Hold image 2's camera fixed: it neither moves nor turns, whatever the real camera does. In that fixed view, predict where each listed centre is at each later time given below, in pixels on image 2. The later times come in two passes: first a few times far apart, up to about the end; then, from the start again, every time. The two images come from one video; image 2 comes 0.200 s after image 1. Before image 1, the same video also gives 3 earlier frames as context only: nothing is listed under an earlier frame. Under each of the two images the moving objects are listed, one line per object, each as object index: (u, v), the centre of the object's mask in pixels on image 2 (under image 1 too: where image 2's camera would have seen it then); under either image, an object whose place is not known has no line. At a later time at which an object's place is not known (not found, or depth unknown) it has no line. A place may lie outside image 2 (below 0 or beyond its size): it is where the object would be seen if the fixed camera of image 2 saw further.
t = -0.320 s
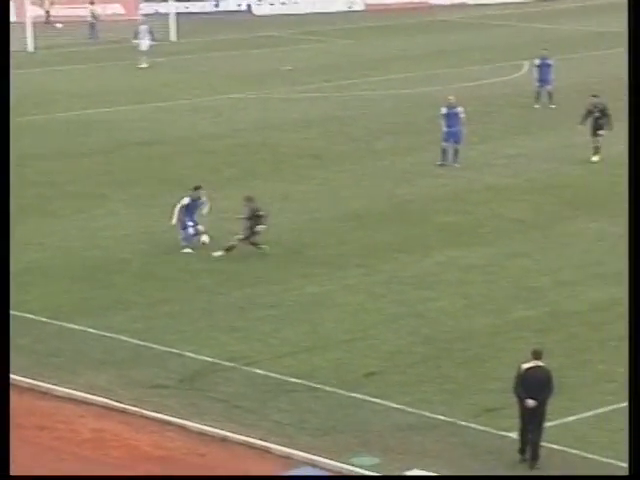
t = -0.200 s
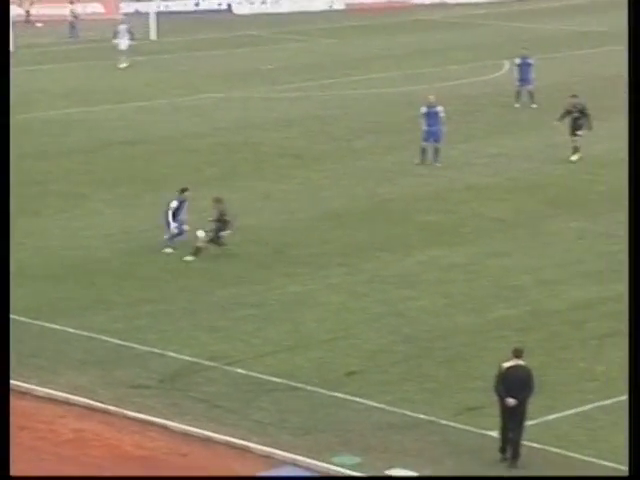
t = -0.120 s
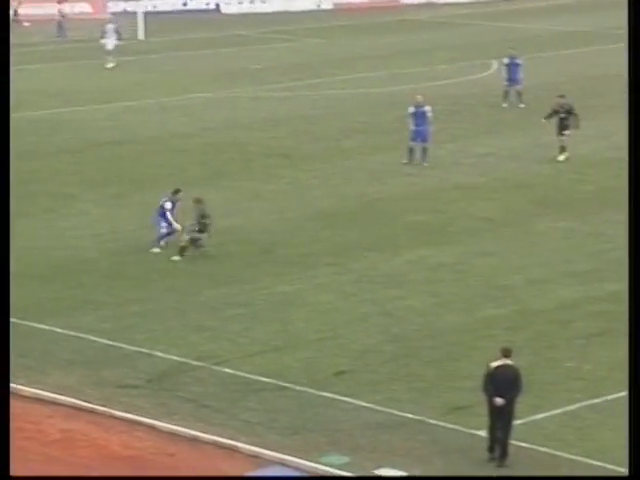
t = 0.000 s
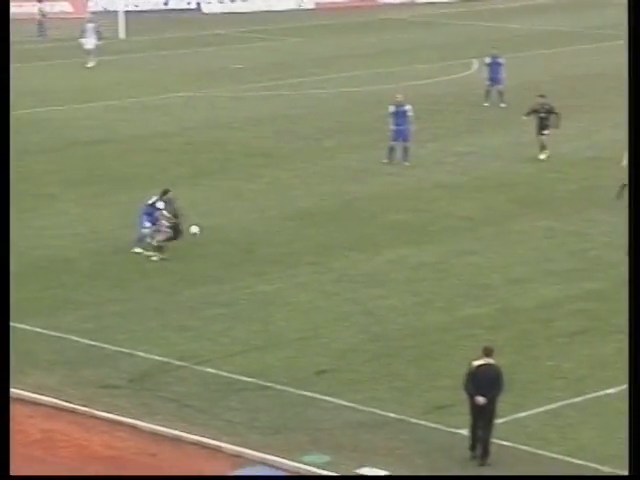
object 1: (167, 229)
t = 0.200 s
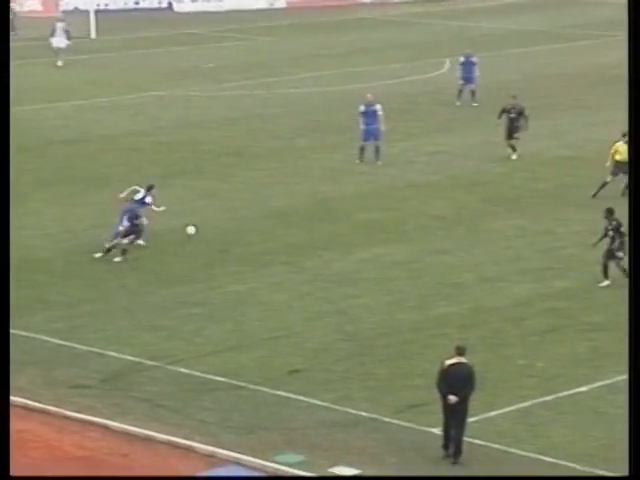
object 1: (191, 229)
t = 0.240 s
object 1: (195, 230)
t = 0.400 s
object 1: (211, 228)
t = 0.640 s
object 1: (227, 223)
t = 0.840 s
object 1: (244, 223)
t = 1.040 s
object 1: (265, 225)
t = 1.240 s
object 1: (281, 221)
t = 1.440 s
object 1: (298, 221)
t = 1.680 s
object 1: (317, 219)
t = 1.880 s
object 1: (332, 217)
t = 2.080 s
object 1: (347, 215)
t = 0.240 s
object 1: (195, 230)
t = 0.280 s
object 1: (199, 231)
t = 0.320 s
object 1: (204, 231)
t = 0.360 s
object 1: (204, 233)
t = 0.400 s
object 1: (211, 228)
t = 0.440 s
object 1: (210, 228)
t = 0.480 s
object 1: (214, 226)
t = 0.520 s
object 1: (217, 226)
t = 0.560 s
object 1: (221, 226)
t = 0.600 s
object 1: (224, 224)
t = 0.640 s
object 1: (227, 223)
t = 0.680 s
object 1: (230, 222)
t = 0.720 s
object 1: (234, 221)
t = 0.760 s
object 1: (237, 223)
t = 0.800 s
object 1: (241, 224)
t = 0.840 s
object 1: (244, 223)
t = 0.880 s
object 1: (250, 219)
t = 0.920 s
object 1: (255, 223)
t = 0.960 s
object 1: (256, 227)
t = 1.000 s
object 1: (262, 226)
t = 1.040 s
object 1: (265, 225)
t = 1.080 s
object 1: (268, 223)
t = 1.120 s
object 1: (272, 223)
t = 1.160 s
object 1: (275, 222)
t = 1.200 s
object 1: (279, 221)
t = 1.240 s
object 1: (281, 221)
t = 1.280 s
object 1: (284, 220)
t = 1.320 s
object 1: (287, 221)
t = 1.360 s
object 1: (292, 220)
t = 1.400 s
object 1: (295, 221)
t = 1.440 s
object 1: (298, 221)
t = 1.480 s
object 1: (301, 221)
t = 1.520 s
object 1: (304, 221)
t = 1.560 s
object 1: (307, 220)
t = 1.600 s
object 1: (311, 219)
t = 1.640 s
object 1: (313, 219)
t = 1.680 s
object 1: (317, 219)
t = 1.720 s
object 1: (320, 219)
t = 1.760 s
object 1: (324, 218)
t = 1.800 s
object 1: (326, 218)
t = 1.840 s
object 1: (329, 218)
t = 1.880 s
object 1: (332, 217)
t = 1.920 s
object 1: (336, 217)
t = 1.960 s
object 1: (338, 217)
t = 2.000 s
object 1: (341, 217)
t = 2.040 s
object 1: (343, 216)
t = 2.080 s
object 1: (347, 215)
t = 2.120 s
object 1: (349, 215)
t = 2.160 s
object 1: (352, 215)
